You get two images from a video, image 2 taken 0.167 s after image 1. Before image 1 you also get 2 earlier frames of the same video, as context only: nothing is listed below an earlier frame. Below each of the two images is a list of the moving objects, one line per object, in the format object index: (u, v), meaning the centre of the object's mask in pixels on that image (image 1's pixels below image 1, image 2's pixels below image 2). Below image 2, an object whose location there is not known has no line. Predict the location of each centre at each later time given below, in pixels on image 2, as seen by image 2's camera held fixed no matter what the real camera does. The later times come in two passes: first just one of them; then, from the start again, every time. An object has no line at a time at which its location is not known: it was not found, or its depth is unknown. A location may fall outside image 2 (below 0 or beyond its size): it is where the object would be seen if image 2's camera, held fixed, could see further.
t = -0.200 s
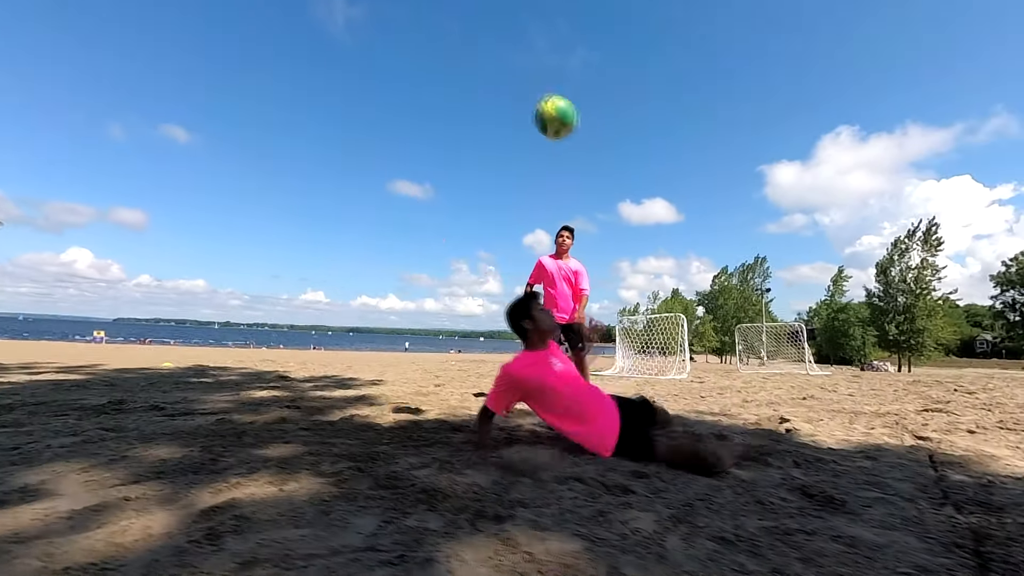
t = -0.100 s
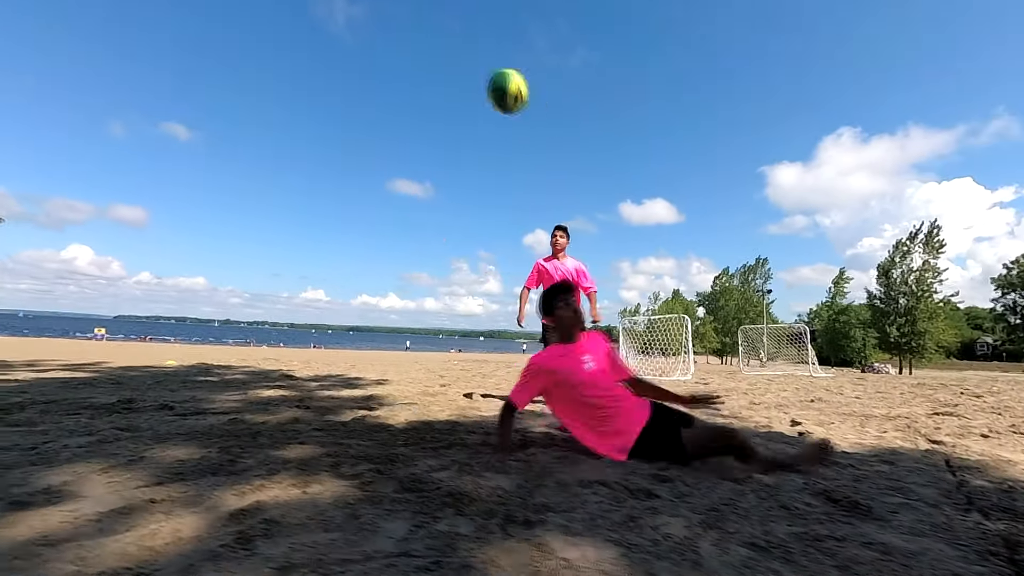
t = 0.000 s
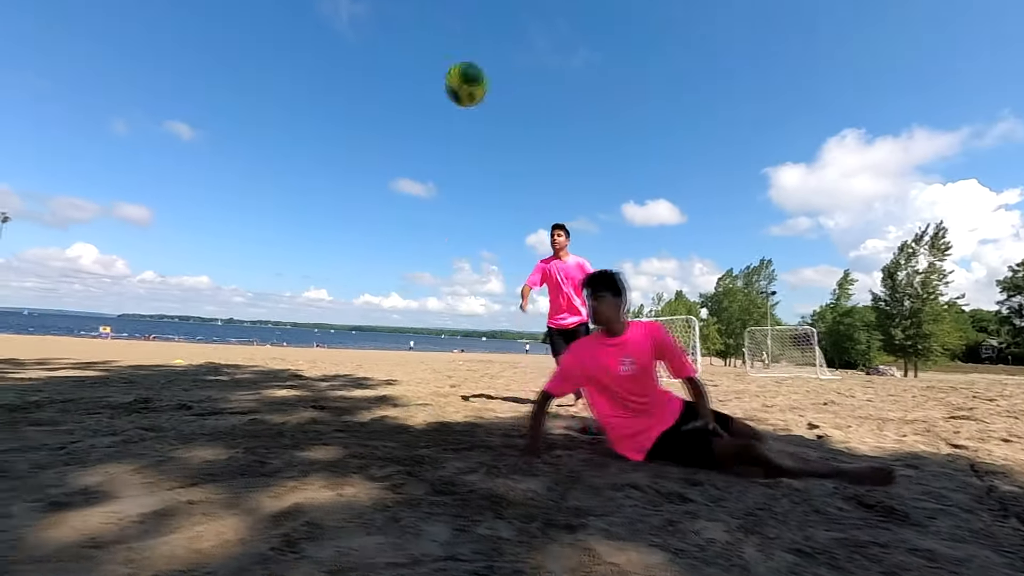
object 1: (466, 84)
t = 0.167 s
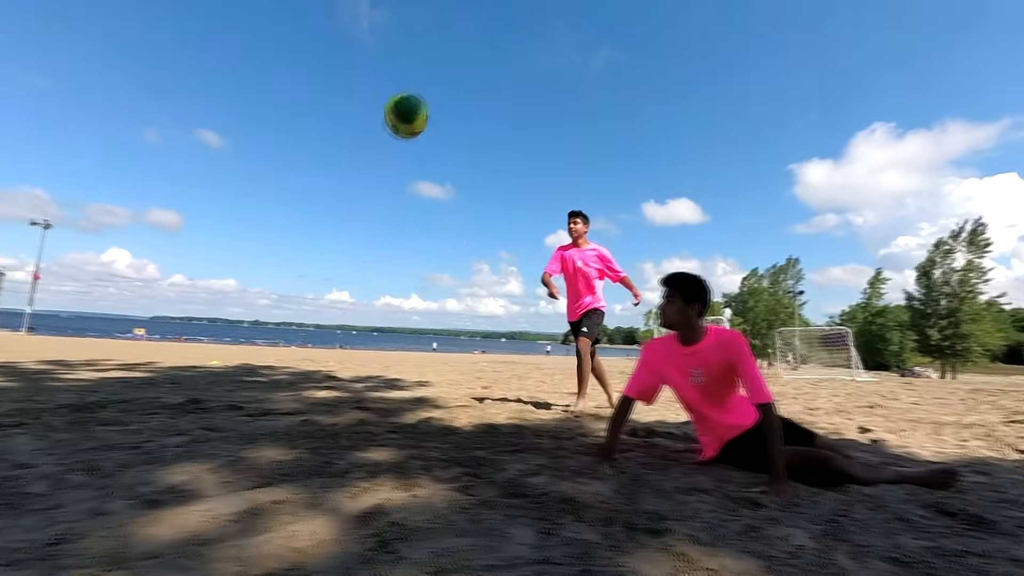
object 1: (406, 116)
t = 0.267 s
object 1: (341, 160)
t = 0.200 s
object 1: (385, 128)
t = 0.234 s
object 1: (363, 142)
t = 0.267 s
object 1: (341, 160)
